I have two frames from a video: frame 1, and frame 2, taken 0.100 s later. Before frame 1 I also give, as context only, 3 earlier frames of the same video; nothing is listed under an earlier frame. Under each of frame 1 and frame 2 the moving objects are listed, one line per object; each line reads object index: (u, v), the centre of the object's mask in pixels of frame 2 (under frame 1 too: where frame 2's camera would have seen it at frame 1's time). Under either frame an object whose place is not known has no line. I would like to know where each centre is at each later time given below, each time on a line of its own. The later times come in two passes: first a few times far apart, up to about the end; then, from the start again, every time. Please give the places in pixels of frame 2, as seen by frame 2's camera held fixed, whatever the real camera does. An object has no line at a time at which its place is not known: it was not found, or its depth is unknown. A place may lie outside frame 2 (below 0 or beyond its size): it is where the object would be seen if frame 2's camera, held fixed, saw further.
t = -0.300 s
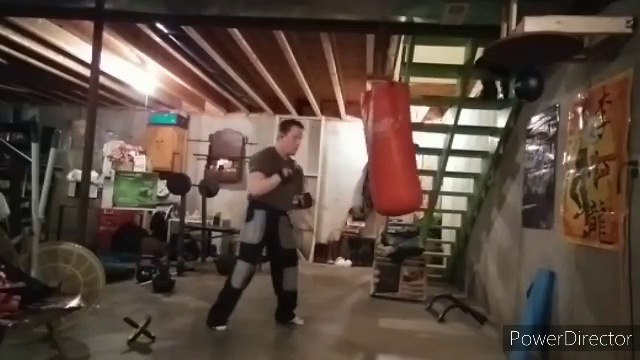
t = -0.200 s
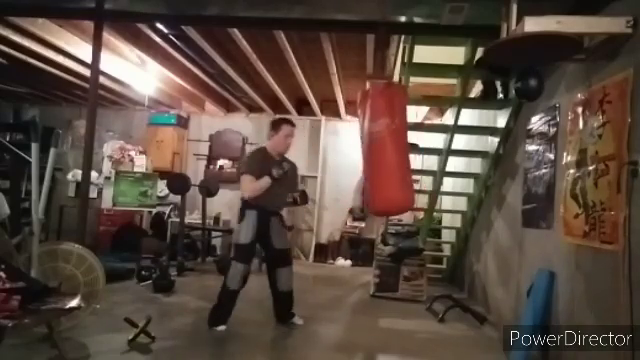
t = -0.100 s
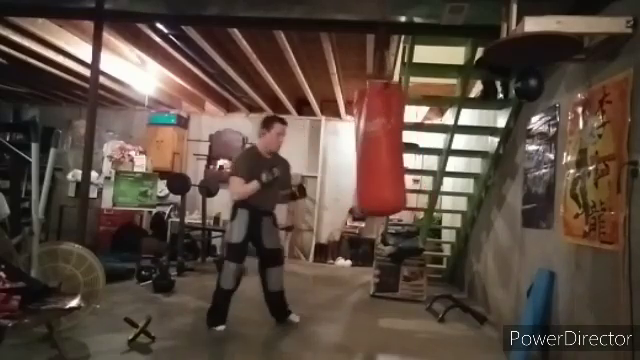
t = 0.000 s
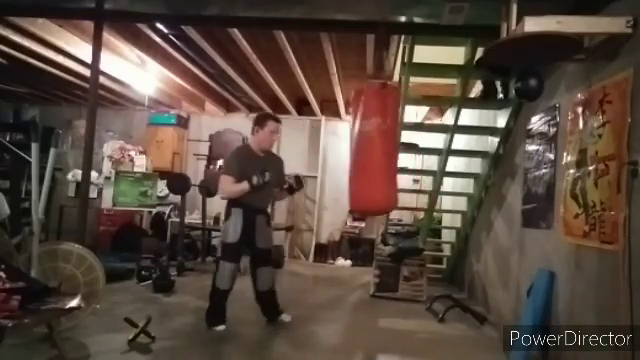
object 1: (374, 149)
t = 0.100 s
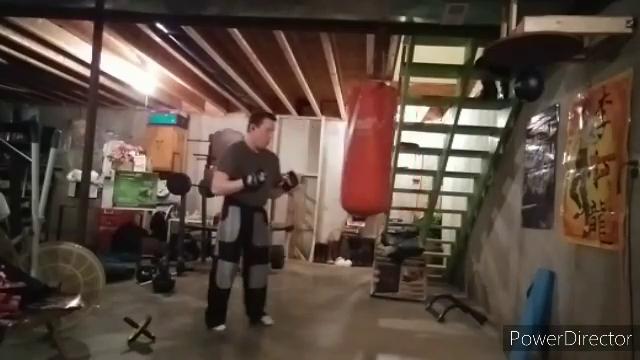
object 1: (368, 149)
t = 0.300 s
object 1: (361, 149)
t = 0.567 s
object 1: (361, 148)
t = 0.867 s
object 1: (372, 148)
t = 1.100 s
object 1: (386, 149)
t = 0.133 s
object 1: (367, 149)
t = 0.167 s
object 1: (365, 149)
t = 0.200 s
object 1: (364, 149)
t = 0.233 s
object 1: (363, 149)
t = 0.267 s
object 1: (362, 148)
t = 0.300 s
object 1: (361, 149)
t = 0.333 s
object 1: (361, 148)
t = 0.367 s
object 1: (360, 148)
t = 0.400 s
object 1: (359, 148)
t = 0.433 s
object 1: (359, 149)
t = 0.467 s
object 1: (359, 148)
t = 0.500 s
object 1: (359, 148)
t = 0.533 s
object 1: (359, 148)
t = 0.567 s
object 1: (361, 148)
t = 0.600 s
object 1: (361, 148)
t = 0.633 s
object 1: (362, 148)
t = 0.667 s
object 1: (363, 148)
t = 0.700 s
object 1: (364, 148)
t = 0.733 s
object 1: (365, 148)
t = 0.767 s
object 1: (368, 148)
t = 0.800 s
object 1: (369, 148)
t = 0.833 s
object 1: (370, 147)
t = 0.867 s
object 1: (372, 148)
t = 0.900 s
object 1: (374, 149)
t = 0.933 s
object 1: (376, 149)
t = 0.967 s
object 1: (378, 148)
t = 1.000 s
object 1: (380, 148)
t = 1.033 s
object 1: (382, 149)
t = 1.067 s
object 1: (384, 149)
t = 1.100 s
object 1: (386, 149)
